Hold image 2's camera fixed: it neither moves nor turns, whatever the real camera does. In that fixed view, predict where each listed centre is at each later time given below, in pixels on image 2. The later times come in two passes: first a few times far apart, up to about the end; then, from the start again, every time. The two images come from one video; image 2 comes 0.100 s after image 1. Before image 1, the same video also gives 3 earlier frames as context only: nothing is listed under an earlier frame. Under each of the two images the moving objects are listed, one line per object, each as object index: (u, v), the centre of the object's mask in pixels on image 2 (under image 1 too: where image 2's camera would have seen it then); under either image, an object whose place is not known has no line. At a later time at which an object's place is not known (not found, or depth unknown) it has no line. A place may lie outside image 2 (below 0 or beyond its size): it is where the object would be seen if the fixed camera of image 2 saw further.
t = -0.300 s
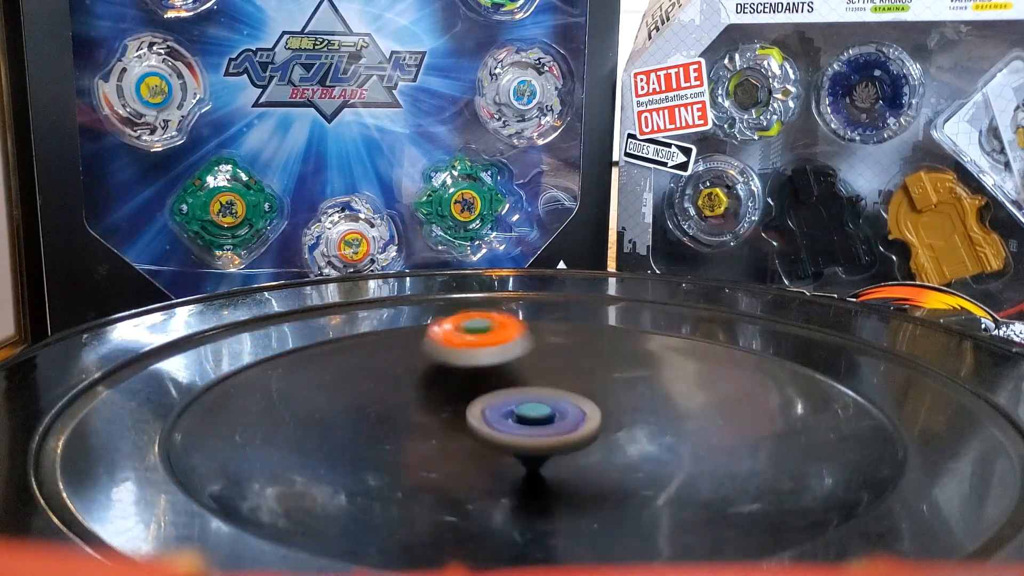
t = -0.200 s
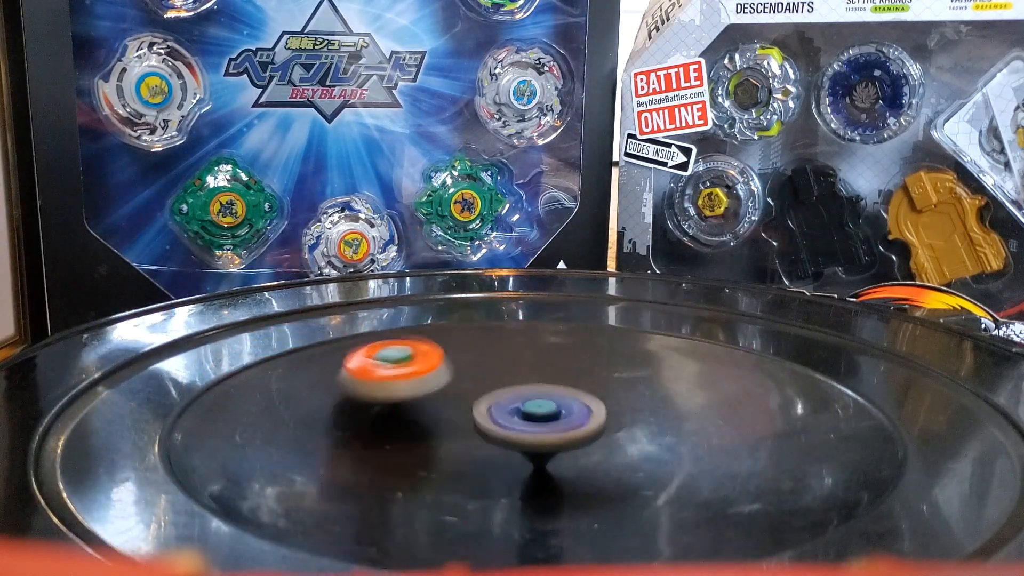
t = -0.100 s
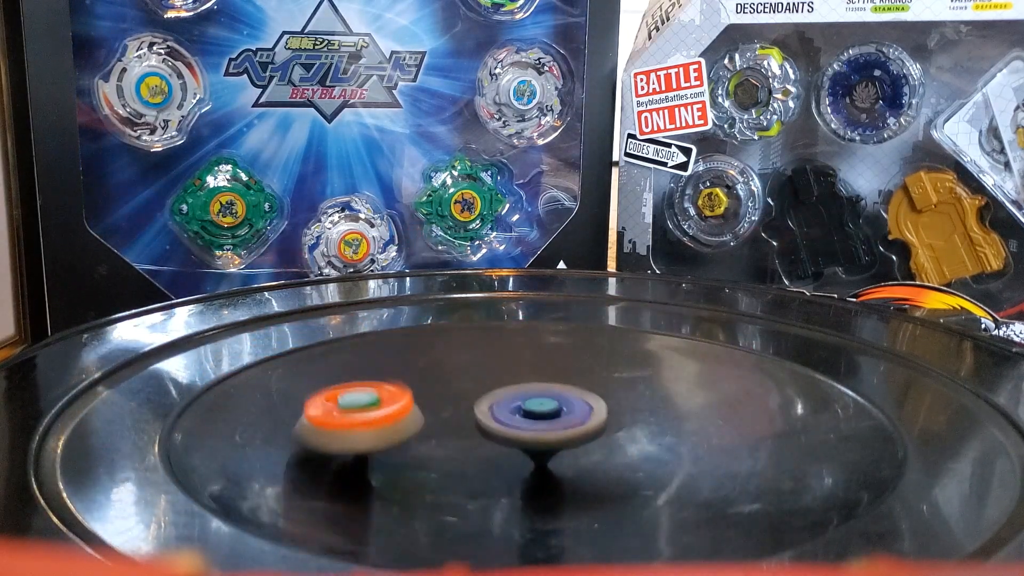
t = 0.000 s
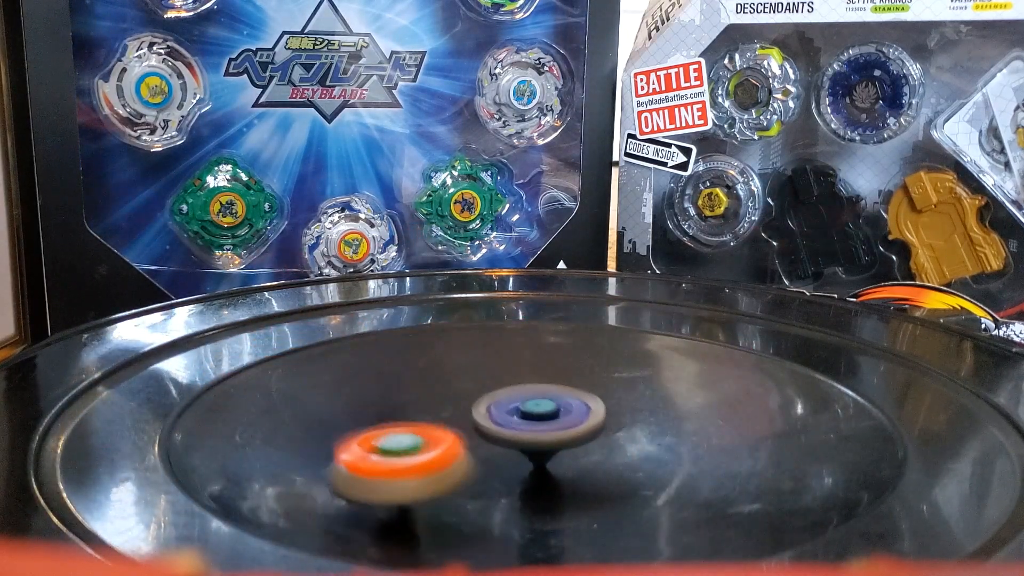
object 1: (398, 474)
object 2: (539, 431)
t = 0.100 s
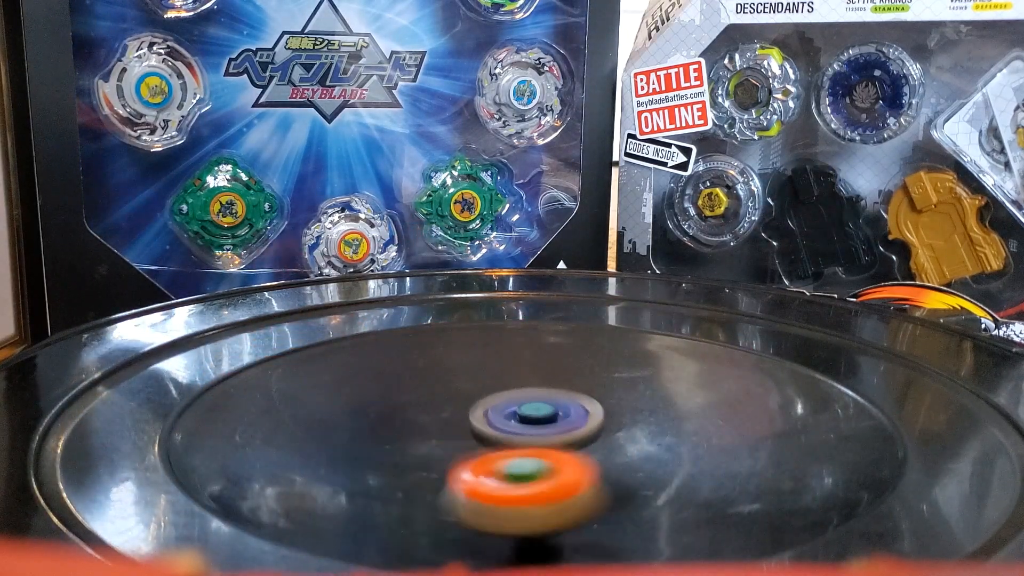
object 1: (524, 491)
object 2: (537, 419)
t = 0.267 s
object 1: (764, 461)
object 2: (547, 439)
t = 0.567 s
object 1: (633, 384)
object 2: (558, 438)
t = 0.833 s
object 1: (339, 425)
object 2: (537, 445)
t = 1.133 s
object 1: (476, 503)
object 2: (539, 436)
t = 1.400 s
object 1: (684, 429)
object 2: (505, 445)
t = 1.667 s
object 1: (451, 370)
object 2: (486, 450)
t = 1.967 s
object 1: (290, 439)
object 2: (510, 445)
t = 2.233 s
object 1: (639, 474)
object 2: (500, 432)
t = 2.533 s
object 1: (624, 377)
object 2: (516, 436)
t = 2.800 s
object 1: (384, 405)
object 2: (520, 430)
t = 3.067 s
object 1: (518, 487)
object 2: (533, 422)
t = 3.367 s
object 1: (759, 407)
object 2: (549, 436)
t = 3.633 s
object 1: (491, 383)
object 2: (535, 446)
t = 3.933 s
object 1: (336, 465)
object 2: (547, 441)
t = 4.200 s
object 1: (652, 482)
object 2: (509, 446)
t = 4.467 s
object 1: (592, 410)
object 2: (501, 450)
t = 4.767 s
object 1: (308, 409)
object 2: (503, 444)
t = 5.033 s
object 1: (481, 481)
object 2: (507, 422)
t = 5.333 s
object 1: (690, 409)
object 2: (507, 434)
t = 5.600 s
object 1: (459, 367)
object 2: (514, 436)
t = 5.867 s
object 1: (411, 470)
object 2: (535, 435)
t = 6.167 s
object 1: (744, 445)
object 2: (540, 439)
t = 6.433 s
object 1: (587, 379)
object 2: (545, 440)
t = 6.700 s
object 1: (345, 435)
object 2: (538, 445)
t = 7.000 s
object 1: (554, 494)
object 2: (530, 429)
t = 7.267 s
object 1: (640, 417)
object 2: (502, 442)
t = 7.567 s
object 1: (374, 394)
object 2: (499, 448)
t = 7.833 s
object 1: (411, 473)
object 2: (517, 436)
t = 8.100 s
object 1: (687, 439)
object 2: (503, 434)
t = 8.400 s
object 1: (518, 361)
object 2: (526, 437)
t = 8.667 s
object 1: (400, 450)
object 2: (535, 434)
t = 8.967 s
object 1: (699, 461)
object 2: (541, 442)
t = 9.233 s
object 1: (601, 387)
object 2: (536, 441)
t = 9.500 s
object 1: (360, 432)
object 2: (536, 442)
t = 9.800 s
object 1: (537, 499)
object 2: (500, 429)
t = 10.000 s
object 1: (647, 431)
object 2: (494, 445)
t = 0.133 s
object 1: (573, 501)
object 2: (536, 421)
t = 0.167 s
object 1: (629, 494)
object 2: (537, 431)
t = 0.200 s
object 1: (682, 491)
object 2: (540, 438)
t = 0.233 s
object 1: (729, 474)
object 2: (543, 439)
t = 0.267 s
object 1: (764, 461)
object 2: (547, 439)
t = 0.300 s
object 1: (788, 447)
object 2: (552, 440)
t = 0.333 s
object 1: (800, 436)
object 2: (556, 440)
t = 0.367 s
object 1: (798, 419)
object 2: (559, 440)
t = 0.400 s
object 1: (786, 406)
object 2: (563, 441)
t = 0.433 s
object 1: (765, 396)
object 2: (566, 440)
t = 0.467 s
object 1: (738, 387)
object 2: (566, 439)
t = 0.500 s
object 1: (705, 380)
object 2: (565, 439)
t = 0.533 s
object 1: (664, 375)
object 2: (562, 438)
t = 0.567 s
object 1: (633, 384)
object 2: (558, 438)
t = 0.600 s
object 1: (587, 371)
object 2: (554, 437)
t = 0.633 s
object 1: (548, 371)
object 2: (549, 447)
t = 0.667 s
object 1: (505, 377)
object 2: (541, 445)
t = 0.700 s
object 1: (464, 389)
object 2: (541, 441)
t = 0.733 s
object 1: (431, 400)
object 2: (537, 442)
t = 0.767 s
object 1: (398, 412)
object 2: (536, 444)
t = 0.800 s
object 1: (367, 418)
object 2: (536, 444)
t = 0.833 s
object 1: (339, 425)
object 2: (537, 445)
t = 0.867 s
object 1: (315, 433)
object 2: (537, 446)
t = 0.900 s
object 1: (298, 443)
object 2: (537, 448)
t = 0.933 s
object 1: (296, 446)
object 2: (536, 448)
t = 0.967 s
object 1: (298, 456)
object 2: (536, 448)
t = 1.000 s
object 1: (310, 472)
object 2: (537, 448)
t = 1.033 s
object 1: (336, 480)
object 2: (539, 448)
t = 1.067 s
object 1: (372, 489)
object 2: (540, 448)
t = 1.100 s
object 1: (421, 499)
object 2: (540, 447)
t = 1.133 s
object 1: (476, 503)
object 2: (539, 436)
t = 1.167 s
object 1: (530, 505)
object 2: (534, 434)
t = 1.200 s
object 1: (582, 501)
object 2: (528, 434)
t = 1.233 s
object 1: (627, 495)
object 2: (524, 446)
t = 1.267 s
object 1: (661, 486)
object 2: (521, 447)
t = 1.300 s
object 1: (683, 469)
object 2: (517, 447)
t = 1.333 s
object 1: (693, 457)
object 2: (513, 446)
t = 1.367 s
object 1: (693, 442)
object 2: (509, 446)
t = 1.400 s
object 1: (684, 429)
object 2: (505, 445)
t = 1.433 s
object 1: (677, 434)
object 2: (500, 445)
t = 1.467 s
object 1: (652, 413)
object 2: (495, 445)
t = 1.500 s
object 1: (624, 402)
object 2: (489, 445)
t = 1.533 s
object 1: (591, 381)
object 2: (486, 446)
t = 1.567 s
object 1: (561, 382)
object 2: (485, 447)
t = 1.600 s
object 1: (528, 377)
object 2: (484, 448)
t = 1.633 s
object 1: (489, 371)
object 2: (485, 450)
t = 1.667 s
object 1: (451, 370)
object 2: (486, 450)
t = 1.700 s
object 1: (414, 376)
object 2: (486, 450)
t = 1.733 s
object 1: (382, 380)
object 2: (486, 451)
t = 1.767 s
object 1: (351, 386)
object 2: (488, 451)
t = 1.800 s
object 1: (322, 392)
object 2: (491, 451)
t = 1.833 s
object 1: (297, 405)
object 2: (495, 450)
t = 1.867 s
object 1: (276, 417)
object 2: (500, 450)
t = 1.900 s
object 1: (267, 421)
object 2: (504, 448)
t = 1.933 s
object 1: (270, 431)
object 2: (507, 447)
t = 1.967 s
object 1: (290, 439)
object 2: (510, 445)
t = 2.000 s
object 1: (314, 456)
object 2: (512, 442)
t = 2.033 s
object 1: (354, 468)
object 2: (514, 440)
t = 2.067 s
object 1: (399, 478)
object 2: (515, 437)
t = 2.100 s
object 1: (450, 485)
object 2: (517, 423)
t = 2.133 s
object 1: (503, 491)
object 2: (512, 418)
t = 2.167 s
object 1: (552, 483)
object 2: (504, 417)
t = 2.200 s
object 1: (598, 482)
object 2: (502, 431)
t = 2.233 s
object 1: (639, 474)
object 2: (500, 432)
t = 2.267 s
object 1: (671, 462)
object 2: (497, 432)
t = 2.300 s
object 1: (694, 448)
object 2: (495, 432)
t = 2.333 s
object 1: (704, 427)
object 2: (493, 432)
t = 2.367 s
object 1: (707, 412)
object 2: (492, 433)
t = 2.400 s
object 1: (710, 411)
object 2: (494, 433)
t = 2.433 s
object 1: (701, 399)
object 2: (498, 436)
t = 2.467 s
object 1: (680, 390)
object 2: (504, 436)
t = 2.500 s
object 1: (655, 382)
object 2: (511, 436)
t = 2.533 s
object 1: (624, 377)
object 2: (516, 436)
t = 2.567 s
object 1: (598, 371)
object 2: (521, 435)
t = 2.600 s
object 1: (563, 357)
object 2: (524, 433)
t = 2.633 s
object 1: (523, 352)
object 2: (526, 434)
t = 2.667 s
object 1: (486, 355)
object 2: (526, 431)
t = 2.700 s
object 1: (454, 366)
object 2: (526, 431)
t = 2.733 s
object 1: (428, 379)
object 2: (524, 431)
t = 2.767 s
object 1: (405, 391)
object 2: (522, 430)
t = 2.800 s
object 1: (384, 405)
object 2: (520, 430)
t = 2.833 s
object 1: (370, 414)
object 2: (518, 430)
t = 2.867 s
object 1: (364, 430)
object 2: (516, 431)
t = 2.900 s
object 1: (371, 438)
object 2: (515, 432)
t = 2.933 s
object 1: (381, 455)
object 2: (516, 433)
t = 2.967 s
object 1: (402, 469)
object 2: (520, 434)
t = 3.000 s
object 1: (433, 481)
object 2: (526, 433)
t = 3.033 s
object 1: (473, 488)
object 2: (531, 422)
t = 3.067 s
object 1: (518, 487)
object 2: (533, 422)
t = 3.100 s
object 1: (567, 489)
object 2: (536, 423)
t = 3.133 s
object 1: (615, 488)
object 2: (541, 427)
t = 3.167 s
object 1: (663, 482)
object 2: (549, 440)
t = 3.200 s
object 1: (705, 475)
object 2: (554, 438)
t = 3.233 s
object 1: (740, 459)
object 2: (557, 438)
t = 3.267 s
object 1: (763, 446)
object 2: (558, 437)
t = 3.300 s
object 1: (772, 432)
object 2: (556, 437)
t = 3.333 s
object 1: (770, 419)
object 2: (553, 436)
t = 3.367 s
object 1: (759, 407)
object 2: (549, 436)
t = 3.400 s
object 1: (739, 397)
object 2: (545, 437)
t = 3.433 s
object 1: (720, 398)
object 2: (541, 437)
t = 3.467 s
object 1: (687, 408)
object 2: (537, 437)
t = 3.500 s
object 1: (651, 406)
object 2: (535, 438)
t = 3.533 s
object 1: (618, 403)
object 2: (535, 440)
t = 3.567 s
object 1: (569, 375)
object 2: (535, 440)
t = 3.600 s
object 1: (531, 376)
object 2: (539, 449)
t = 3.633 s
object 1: (491, 383)
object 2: (535, 446)
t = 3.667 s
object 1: (453, 403)
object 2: (543, 443)
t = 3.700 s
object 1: (425, 410)
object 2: (547, 444)
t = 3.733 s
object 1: (394, 417)
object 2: (549, 444)
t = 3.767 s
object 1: (367, 424)
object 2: (551, 444)
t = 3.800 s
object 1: (345, 432)
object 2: (552, 444)
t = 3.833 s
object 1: (328, 440)
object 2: (553, 444)
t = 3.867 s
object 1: (324, 444)
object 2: (552, 443)
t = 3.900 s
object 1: (325, 455)
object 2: (551, 443)
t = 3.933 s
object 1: (336, 465)
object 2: (547, 441)
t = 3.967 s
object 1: (357, 475)
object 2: (541, 441)
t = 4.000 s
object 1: (390, 484)
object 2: (534, 441)
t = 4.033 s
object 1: (433, 494)
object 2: (528, 439)
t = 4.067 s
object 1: (480, 500)
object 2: (523, 430)
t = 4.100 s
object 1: (530, 503)
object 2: (517, 429)
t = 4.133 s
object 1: (578, 498)
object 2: (512, 432)
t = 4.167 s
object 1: (620, 489)
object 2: (511, 445)
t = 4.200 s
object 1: (652, 482)
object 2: (509, 446)
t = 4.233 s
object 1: (671, 470)
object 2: (508, 447)
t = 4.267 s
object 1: (682, 457)
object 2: (505, 447)
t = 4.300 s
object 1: (682, 445)
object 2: (503, 447)
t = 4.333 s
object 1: (674, 431)
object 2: (501, 448)
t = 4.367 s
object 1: (668, 435)
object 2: (500, 448)
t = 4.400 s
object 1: (641, 414)
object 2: (499, 449)
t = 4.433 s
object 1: (619, 419)
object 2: (499, 449)
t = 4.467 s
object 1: (592, 410)
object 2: (501, 450)
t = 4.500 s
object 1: (553, 378)
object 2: (503, 450)
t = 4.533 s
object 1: (522, 376)
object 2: (504, 450)
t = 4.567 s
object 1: (484, 374)
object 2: (504, 448)
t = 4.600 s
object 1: (447, 377)
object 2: (505, 448)
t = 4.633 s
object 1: (415, 384)
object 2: (505, 447)
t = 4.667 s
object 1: (387, 386)
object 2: (504, 446)
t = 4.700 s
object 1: (356, 391)
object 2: (504, 446)
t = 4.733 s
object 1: (329, 398)
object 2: (504, 444)
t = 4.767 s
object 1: (308, 409)
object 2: (503, 444)
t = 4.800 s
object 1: (299, 407)
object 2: (502, 443)
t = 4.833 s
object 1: (296, 420)
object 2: (501, 442)
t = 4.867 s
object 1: (301, 435)
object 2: (500, 443)
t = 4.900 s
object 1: (318, 448)
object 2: (499, 441)
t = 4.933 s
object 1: (349, 460)
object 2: (499, 441)
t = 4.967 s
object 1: (387, 474)
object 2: (502, 440)
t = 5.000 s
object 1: (433, 481)
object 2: (507, 426)
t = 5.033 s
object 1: (481, 481)
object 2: (507, 422)
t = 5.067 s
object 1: (530, 482)
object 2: (501, 421)
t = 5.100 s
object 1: (574, 479)
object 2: (501, 424)
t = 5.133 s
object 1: (614, 471)
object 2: (507, 437)
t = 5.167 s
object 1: (648, 463)
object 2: (512, 437)
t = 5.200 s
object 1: (671, 448)
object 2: (513, 435)
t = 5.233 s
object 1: (688, 441)
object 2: (511, 435)
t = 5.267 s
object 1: (696, 427)
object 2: (509, 435)
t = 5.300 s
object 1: (698, 422)
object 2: (508, 434)
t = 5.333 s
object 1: (690, 409)
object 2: (507, 434)
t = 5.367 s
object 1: (673, 400)
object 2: (506, 434)
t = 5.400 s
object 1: (649, 395)
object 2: (505, 434)
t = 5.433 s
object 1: (623, 388)
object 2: (505, 434)
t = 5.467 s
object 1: (597, 381)
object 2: (506, 433)
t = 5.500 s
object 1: (570, 377)
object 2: (508, 435)
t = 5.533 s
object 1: (529, 358)
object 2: (510, 436)
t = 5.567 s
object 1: (493, 359)
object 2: (512, 436)
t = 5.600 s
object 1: (459, 367)
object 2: (514, 436)
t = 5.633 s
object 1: (432, 383)
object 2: (519, 435)
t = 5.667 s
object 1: (414, 398)
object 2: (523, 436)
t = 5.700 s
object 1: (394, 409)
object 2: (526, 435)
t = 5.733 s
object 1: (380, 419)
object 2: (529, 435)
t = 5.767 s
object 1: (375, 432)
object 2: (530, 436)
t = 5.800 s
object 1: (382, 439)
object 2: (532, 437)
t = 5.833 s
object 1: (393, 456)
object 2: (533, 437)
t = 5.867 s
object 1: (411, 470)
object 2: (535, 435)
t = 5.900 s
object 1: (442, 480)
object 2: (537, 433)
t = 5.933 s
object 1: (480, 480)
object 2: (537, 419)
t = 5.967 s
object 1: (522, 485)
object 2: (533, 419)
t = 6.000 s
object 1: (567, 487)
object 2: (529, 421)
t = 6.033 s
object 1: (614, 487)
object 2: (529, 432)
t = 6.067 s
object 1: (657, 478)
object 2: (531, 438)
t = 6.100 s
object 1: (696, 468)
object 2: (534, 439)
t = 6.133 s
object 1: (726, 457)
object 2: (537, 439)
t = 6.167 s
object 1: (744, 445)
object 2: (540, 439)
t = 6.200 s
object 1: (751, 432)
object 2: (542, 439)
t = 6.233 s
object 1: (747, 419)
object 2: (544, 440)
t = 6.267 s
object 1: (735, 408)
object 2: (546, 439)
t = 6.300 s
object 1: (714, 399)
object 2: (547, 439)
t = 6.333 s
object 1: (693, 405)
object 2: (548, 439)
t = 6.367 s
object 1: (663, 411)
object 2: (548, 439)
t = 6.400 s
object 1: (631, 407)
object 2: (547, 438)
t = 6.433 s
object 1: (587, 379)
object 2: (545, 440)
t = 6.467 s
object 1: (550, 379)
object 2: (548, 448)
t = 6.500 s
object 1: (513, 380)
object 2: (535, 449)
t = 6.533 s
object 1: (473, 391)
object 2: (529, 447)
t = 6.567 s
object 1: (441, 407)
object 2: (534, 441)
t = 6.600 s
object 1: (414, 415)
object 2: (534, 442)
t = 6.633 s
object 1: (386, 424)
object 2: (535, 443)
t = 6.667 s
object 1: (362, 428)
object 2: (537, 443)
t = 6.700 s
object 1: (345, 435)
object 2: (538, 445)
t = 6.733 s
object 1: (337, 437)
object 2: (539, 445)
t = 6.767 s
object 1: (334, 447)
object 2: (539, 445)
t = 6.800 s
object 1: (341, 457)
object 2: (539, 445)
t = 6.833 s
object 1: (358, 472)
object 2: (539, 445)
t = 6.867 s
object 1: (384, 482)
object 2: (539, 445)
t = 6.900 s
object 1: (420, 490)
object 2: (538, 445)
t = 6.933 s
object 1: (463, 493)
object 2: (539, 435)
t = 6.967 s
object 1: (509, 493)
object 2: (536, 431)
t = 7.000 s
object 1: (554, 494)
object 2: (530, 429)
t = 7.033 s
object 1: (595, 492)
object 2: (525, 431)
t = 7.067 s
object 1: (628, 481)
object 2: (524, 443)
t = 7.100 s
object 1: (652, 472)
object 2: (522, 443)
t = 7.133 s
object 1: (666, 458)
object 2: (519, 443)
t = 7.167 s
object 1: (670, 448)
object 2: (515, 443)
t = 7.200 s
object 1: (666, 434)
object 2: (510, 443)
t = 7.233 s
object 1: (657, 427)
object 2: (506, 442)
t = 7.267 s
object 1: (640, 417)
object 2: (502, 442)
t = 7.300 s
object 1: (618, 408)
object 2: (498, 441)
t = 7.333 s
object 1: (591, 398)
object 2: (494, 442)
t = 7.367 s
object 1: (560, 380)
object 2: (491, 443)
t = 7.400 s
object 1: (529, 374)
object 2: (487, 443)
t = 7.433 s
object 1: (497, 369)
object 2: (485, 445)
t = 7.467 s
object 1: (463, 372)
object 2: (487, 445)
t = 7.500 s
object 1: (429, 379)
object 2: (490, 447)
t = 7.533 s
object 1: (401, 387)
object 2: (495, 447)
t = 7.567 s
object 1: (374, 394)
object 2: (499, 448)
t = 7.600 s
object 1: (351, 399)
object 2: (502, 447)
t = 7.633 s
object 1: (332, 407)
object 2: (505, 446)
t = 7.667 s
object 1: (319, 417)
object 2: (508, 444)
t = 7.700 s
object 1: (319, 428)
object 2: (511, 442)
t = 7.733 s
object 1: (329, 439)
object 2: (513, 442)
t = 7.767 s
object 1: (347, 451)
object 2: (515, 440)
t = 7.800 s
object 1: (376, 462)
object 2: (515, 438)
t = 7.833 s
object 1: (411, 473)
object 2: (517, 436)
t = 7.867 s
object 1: (454, 480)
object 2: (519, 421)
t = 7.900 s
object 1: (499, 479)
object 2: (513, 416)
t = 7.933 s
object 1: (543, 479)
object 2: (506, 416)
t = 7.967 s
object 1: (583, 475)
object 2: (503, 428)
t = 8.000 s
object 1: (621, 470)
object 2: (504, 432)
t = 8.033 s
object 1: (652, 463)
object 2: (503, 433)
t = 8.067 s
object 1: (673, 445)
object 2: (503, 434)
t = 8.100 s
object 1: (687, 439)
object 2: (503, 434)
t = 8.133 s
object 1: (696, 433)
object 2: (503, 435)
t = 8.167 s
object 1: (694, 421)
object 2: (504, 435)
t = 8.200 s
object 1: (682, 411)
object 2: (505, 435)
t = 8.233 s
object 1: (666, 402)
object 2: (507, 435)
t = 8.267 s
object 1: (641, 398)
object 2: (509, 436)
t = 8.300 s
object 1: (616, 393)
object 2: (512, 436)
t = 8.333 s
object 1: (590, 385)
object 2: (517, 435)
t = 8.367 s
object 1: (548, 360)
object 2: (522, 432)
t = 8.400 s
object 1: (518, 361)
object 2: (526, 437)
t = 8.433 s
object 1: (484, 369)
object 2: (530, 437)
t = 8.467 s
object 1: (454, 382)
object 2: (533, 436)
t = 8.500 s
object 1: (434, 404)
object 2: (536, 436)
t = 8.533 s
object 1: (413, 412)
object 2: (537, 436)
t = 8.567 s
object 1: (397, 420)
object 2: (537, 435)
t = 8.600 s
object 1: (388, 431)
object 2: (537, 434)
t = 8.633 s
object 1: (387, 444)
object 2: (536, 434)
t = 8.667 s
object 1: (400, 450)
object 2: (535, 434)
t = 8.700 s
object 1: (413, 466)
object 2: (534, 435)
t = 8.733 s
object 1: (441, 473)
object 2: (535, 434)
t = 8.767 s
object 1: (474, 478)
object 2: (535, 421)
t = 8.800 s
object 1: (510, 483)
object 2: (532, 421)
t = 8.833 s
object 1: (550, 494)
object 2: (530, 423)
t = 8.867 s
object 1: (593, 485)
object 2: (531, 426)
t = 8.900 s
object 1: (635, 487)
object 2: (536, 439)
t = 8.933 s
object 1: (672, 480)
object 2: (539, 440)
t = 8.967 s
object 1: (699, 461)
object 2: (541, 442)
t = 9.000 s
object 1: (719, 450)
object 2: (542, 442)
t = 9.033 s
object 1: (724, 438)
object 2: (543, 442)
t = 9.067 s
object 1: (719, 426)
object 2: (545, 443)
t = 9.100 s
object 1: (705, 416)
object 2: (545, 442)
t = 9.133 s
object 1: (685, 407)
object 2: (544, 441)
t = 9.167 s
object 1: (661, 399)
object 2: (541, 440)
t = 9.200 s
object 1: (639, 416)
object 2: (538, 441)
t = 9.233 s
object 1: (601, 387)
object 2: (536, 441)
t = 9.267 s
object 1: (565, 385)
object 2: (539, 444)
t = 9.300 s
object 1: (531, 386)
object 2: (539, 452)
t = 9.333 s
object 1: (496, 387)
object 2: (540, 445)
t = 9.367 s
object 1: (460, 399)
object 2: (541, 444)
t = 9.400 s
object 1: (434, 415)
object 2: (541, 443)
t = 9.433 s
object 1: (405, 420)
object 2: (540, 443)
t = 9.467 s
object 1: (380, 427)
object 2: (539, 443)
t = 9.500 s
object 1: (360, 432)
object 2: (536, 442)
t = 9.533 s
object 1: (347, 440)
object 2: (530, 441)
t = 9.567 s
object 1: (345, 442)
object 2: (525, 441)
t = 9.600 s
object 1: (348, 452)
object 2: (520, 443)
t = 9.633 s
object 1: (363, 466)
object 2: (516, 442)
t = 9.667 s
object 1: (387, 475)
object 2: (513, 443)
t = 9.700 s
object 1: (420, 486)
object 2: (513, 442)
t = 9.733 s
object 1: (459, 489)
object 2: (512, 429)
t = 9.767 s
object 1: (502, 495)
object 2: (506, 428)
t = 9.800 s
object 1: (537, 499)
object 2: (500, 429)
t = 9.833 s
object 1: (580, 489)
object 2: (497, 440)
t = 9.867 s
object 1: (612, 485)
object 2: (498, 444)
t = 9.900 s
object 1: (633, 466)
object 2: (498, 444)
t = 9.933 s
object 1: (647, 459)
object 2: (497, 444)
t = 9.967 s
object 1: (652, 447)
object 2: (495, 444)
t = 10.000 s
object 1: (647, 431)
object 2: (494, 445)
